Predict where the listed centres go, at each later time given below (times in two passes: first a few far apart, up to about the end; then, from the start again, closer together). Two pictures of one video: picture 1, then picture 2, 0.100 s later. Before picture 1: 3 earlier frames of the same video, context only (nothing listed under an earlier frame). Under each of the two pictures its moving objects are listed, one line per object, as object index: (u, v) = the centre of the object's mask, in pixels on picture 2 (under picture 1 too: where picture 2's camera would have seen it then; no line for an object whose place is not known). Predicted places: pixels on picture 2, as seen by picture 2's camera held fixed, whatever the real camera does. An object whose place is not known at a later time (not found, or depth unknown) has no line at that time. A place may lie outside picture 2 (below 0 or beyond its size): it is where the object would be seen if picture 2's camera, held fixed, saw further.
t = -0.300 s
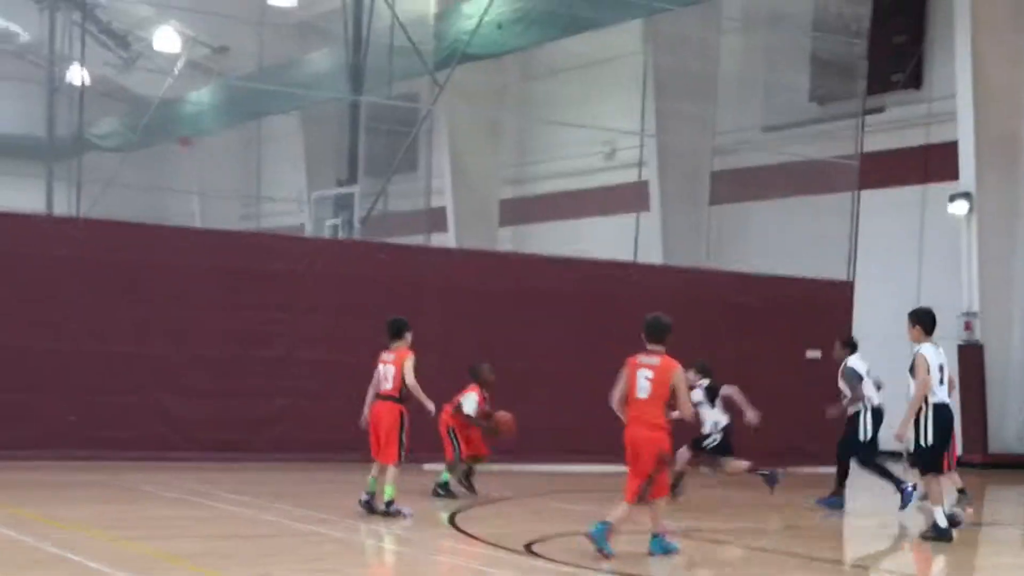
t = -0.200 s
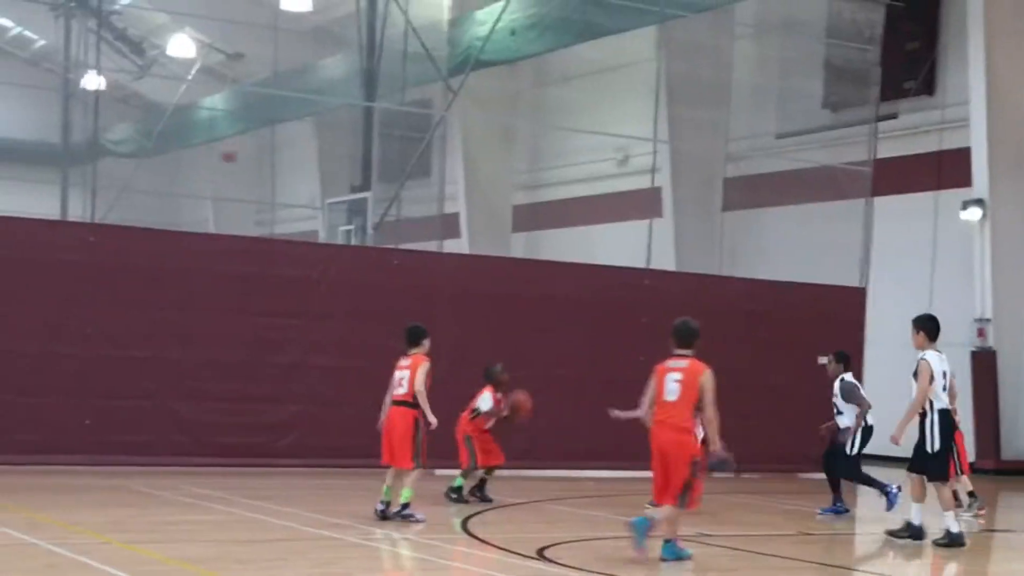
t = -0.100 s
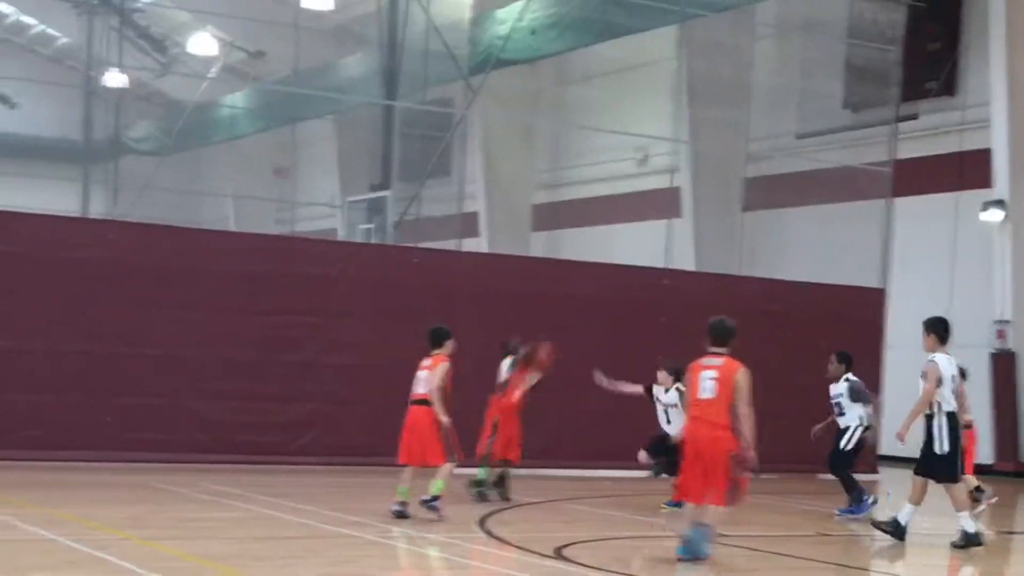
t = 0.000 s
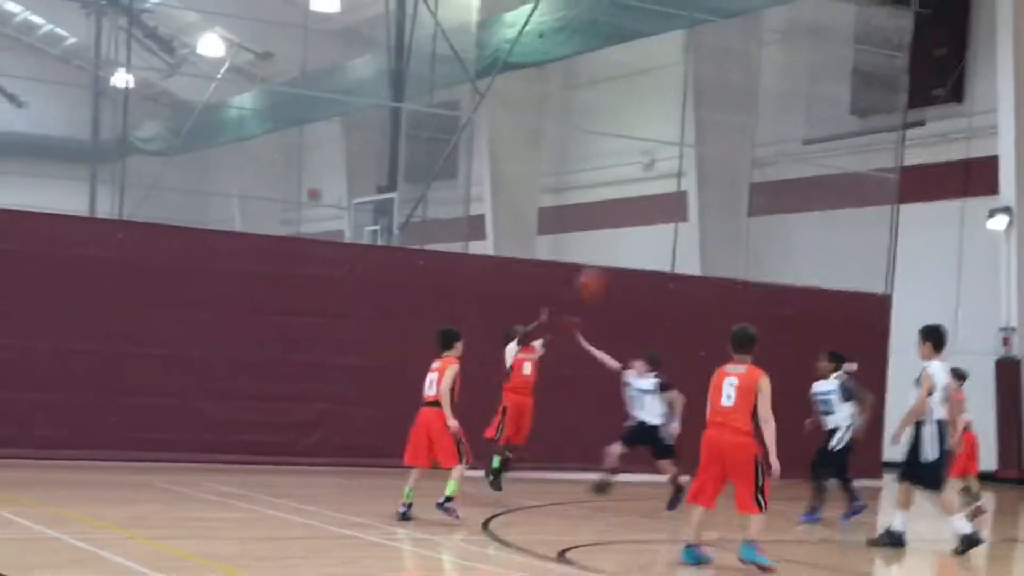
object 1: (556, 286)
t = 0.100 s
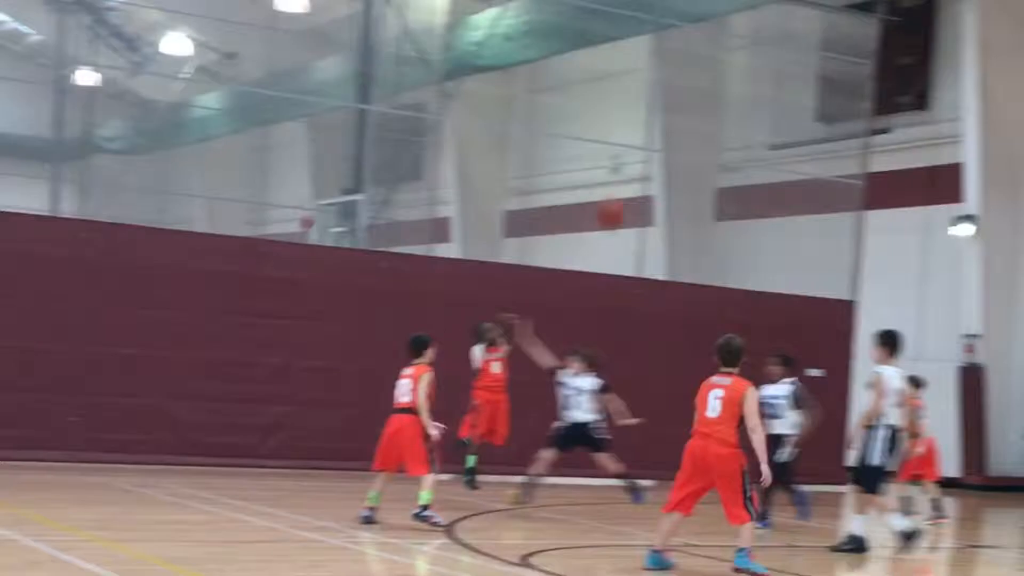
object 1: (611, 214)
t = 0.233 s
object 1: (681, 131)
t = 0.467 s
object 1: (807, 28)
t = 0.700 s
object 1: (935, -16)
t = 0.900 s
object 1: (1045, 1)
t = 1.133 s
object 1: (1178, 85)
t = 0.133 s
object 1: (628, 190)
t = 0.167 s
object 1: (646, 171)
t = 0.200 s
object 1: (663, 150)
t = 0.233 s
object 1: (681, 131)
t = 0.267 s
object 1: (698, 113)
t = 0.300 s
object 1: (717, 95)
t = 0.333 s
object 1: (735, 79)
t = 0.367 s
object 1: (752, 65)
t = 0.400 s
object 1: (770, 51)
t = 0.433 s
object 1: (789, 38)
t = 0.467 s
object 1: (807, 28)
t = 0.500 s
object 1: (825, 17)
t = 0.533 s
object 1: (843, 8)
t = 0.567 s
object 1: (863, -1)
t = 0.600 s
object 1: (880, -6)
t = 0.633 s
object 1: (899, -11)
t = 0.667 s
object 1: (916, -14)
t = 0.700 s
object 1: (935, -16)
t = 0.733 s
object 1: (953, -17)
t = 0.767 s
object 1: (972, -16)
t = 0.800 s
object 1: (991, -14)
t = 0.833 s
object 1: (1008, -11)
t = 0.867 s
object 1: (1027, -6)
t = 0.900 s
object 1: (1045, 1)
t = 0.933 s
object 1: (1064, 8)
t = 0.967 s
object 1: (1082, 18)
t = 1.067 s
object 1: (1140, 53)
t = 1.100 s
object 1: (1159, 69)
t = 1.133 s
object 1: (1178, 85)
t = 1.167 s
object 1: (1196, 103)
